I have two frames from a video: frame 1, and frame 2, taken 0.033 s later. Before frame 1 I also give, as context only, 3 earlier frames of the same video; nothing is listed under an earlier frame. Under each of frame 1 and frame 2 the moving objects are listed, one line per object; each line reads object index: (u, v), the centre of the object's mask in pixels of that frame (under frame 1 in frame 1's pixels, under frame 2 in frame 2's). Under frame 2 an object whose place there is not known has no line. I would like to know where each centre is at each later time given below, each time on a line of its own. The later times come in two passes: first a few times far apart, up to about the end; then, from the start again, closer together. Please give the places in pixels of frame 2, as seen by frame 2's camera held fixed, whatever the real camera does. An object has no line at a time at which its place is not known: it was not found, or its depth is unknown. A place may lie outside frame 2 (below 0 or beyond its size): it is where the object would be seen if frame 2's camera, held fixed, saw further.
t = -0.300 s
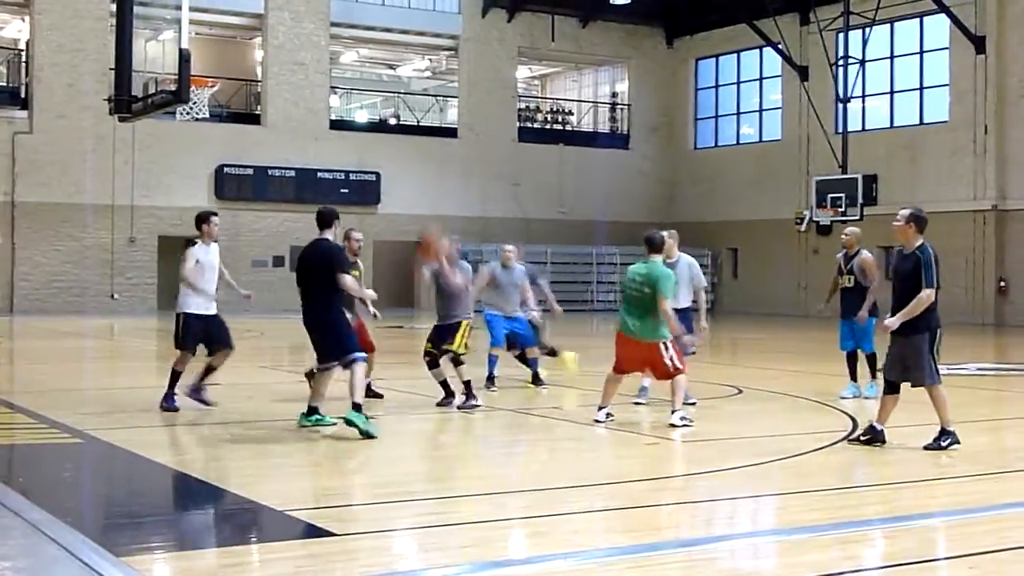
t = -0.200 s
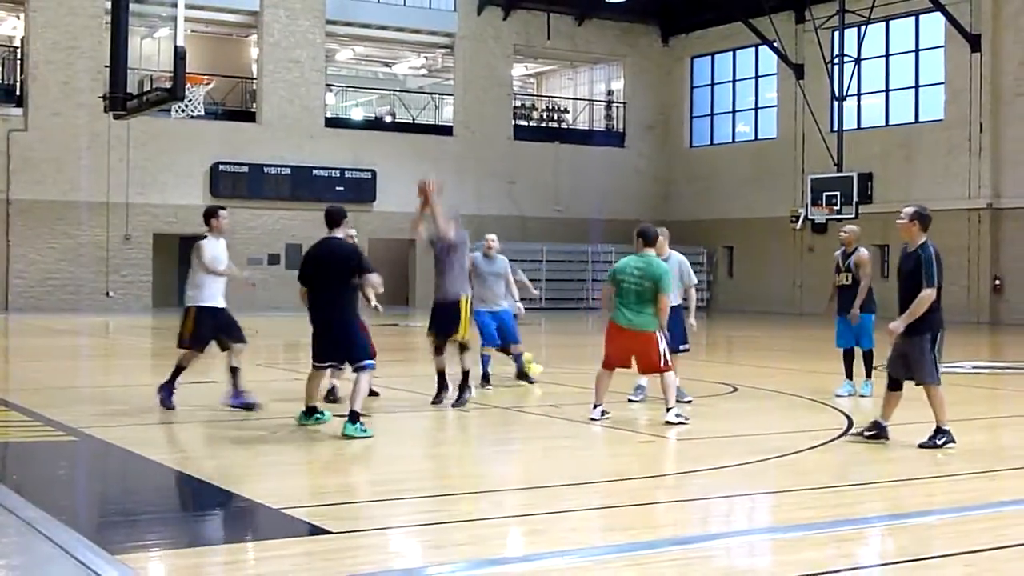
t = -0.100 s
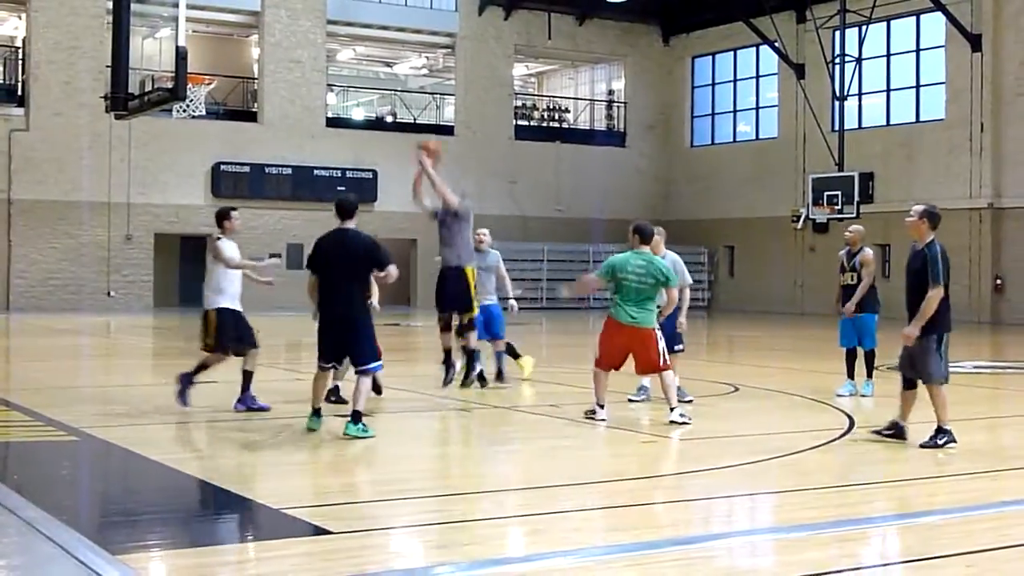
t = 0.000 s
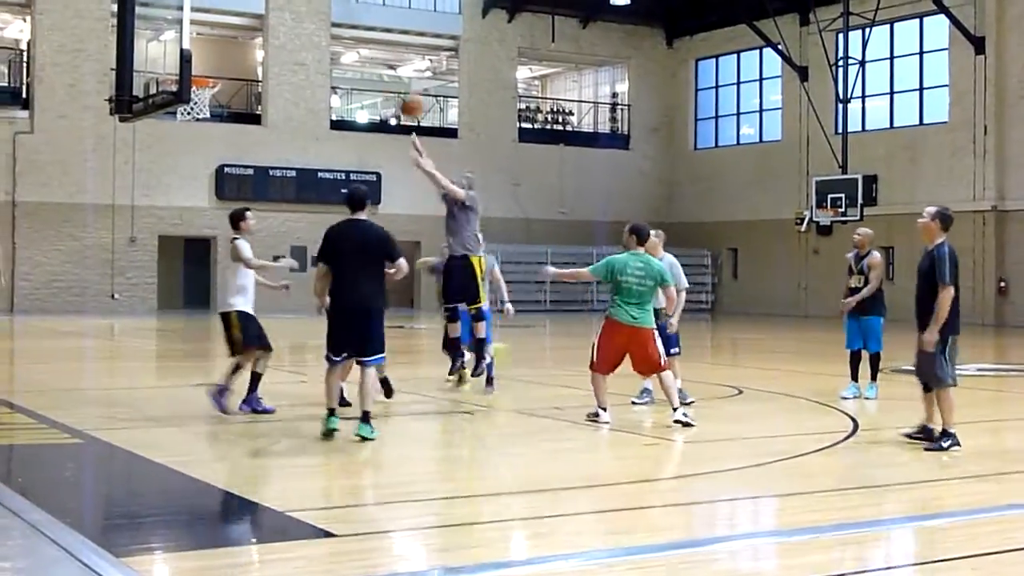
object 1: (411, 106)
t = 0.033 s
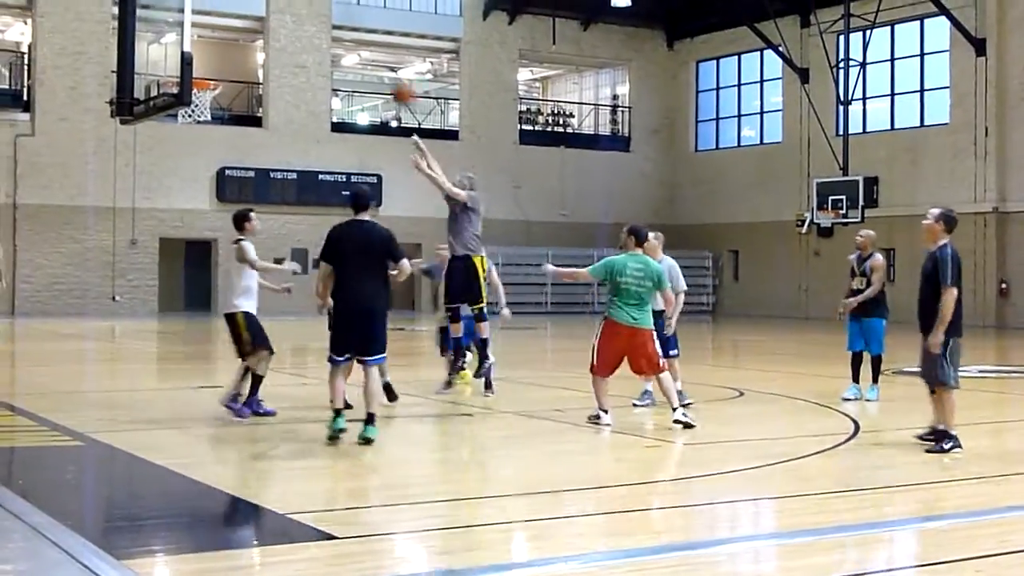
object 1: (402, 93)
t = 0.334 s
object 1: (329, 16)
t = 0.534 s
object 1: (277, 15)
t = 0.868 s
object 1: (212, 55)
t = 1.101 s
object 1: (206, 42)
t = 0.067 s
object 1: (395, 82)
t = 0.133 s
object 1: (380, 56)
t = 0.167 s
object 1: (368, 48)
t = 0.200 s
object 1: (361, 38)
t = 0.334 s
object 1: (329, 16)
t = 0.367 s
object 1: (320, 13)
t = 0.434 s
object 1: (303, 10)
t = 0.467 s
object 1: (295, 11)
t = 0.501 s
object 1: (286, 12)
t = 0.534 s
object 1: (277, 15)
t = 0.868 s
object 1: (212, 55)
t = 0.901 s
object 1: (211, 49)
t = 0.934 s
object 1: (210, 47)
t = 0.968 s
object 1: (208, 42)
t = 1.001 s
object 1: (208, 41)
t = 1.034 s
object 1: (207, 41)
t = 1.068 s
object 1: (207, 41)
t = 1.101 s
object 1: (206, 42)
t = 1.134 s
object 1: (205, 44)
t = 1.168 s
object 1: (204, 48)
